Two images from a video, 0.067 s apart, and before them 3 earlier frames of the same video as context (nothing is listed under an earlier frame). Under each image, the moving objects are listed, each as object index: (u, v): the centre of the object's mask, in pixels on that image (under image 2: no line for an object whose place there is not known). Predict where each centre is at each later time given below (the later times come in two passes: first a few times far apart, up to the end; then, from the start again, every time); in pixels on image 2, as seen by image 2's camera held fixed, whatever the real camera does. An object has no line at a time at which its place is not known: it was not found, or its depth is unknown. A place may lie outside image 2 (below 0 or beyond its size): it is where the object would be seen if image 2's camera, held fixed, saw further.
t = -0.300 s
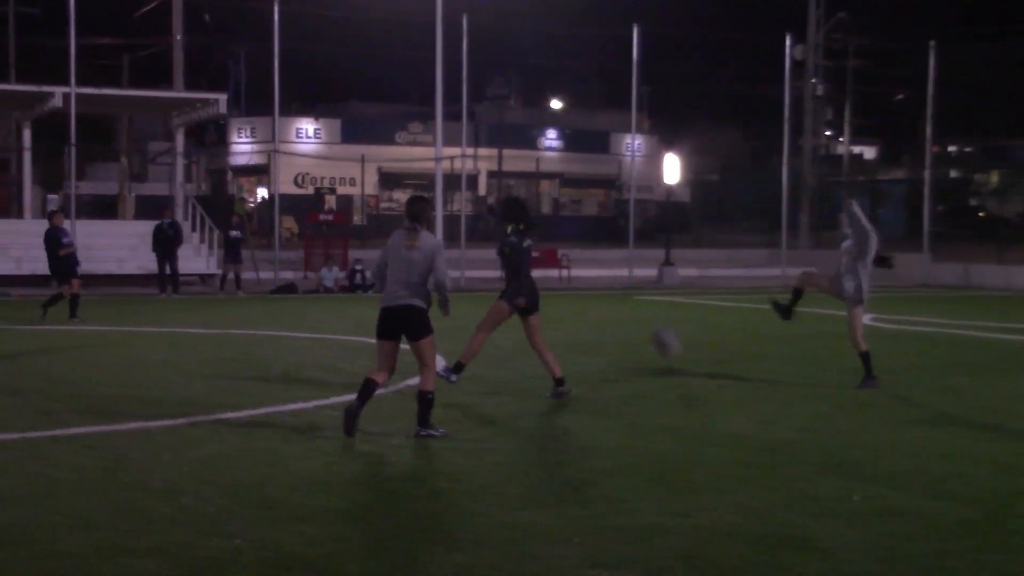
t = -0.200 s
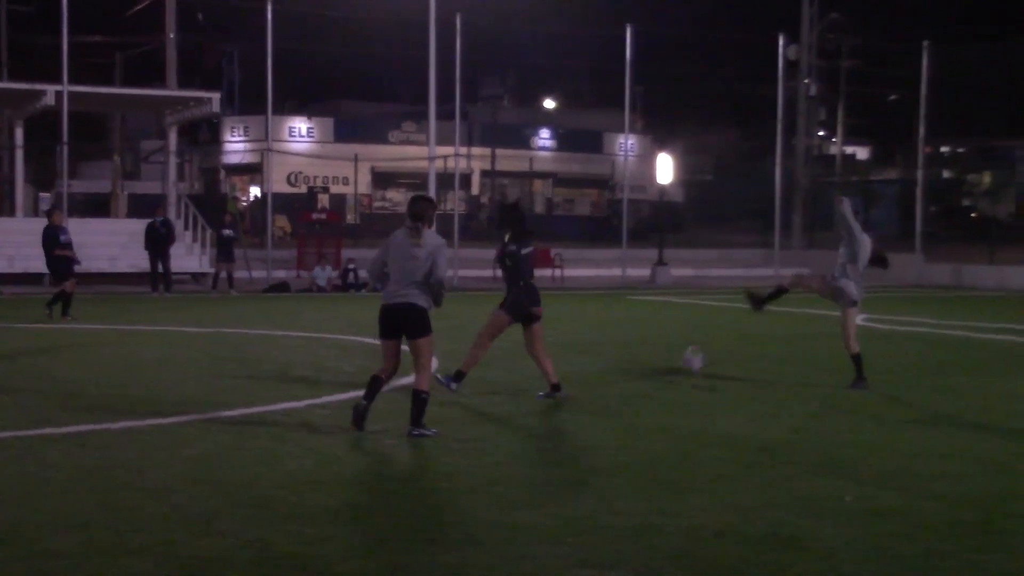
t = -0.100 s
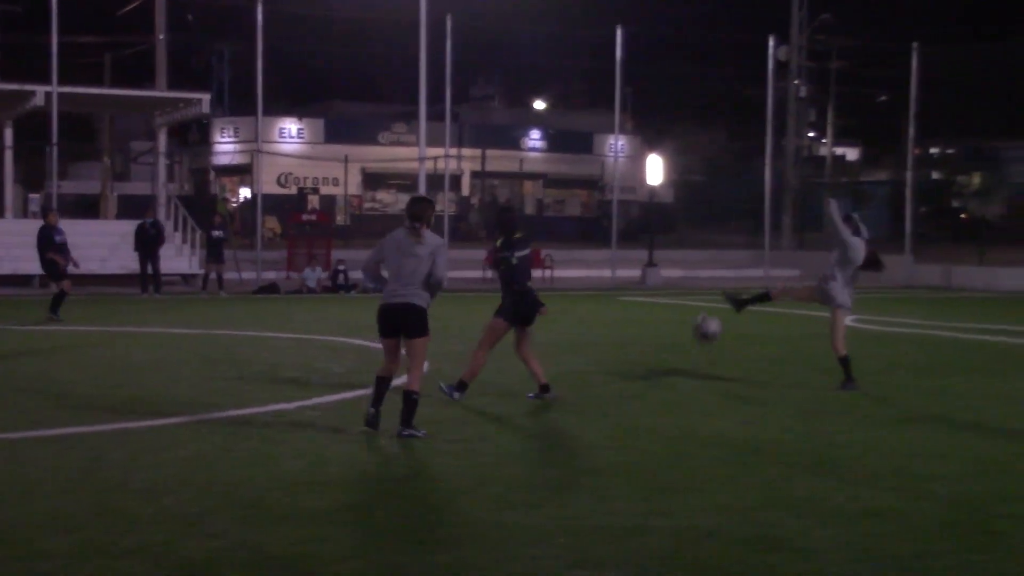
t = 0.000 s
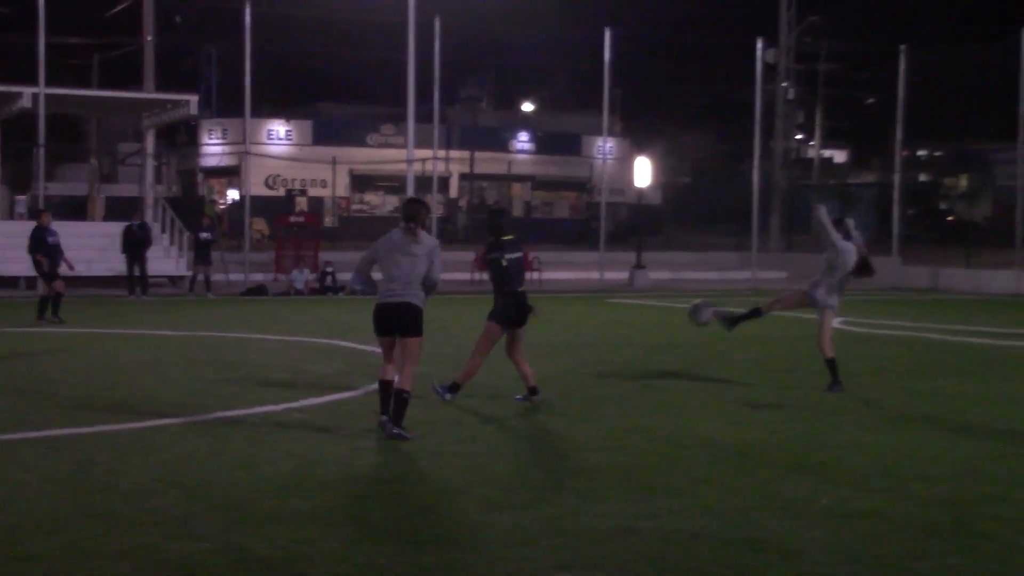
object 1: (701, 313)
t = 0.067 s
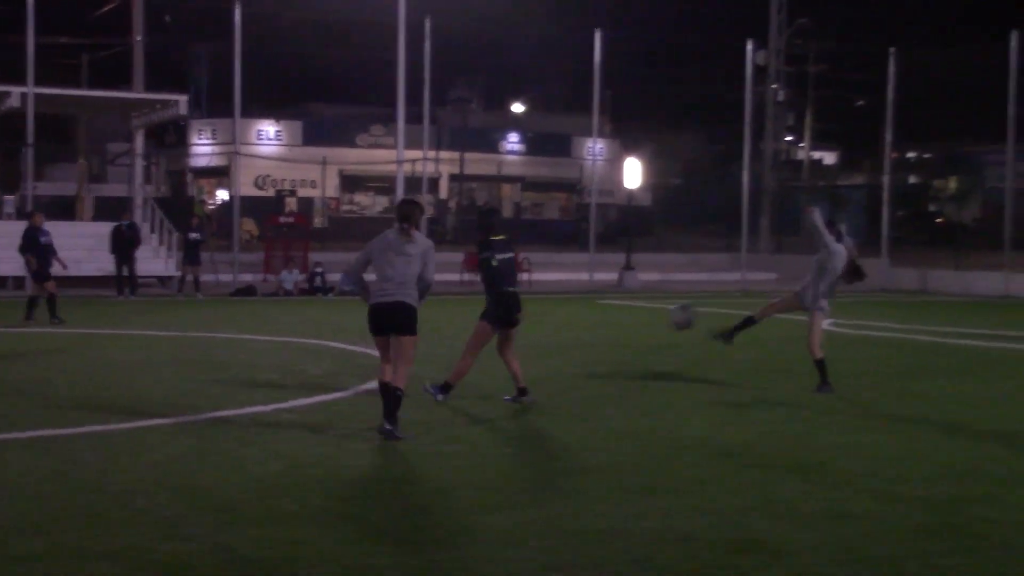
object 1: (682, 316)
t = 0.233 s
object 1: (653, 327)
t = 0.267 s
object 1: (648, 330)
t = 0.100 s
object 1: (675, 318)
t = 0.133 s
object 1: (670, 319)
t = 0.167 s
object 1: (664, 322)
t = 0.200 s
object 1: (658, 324)
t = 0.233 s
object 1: (653, 327)
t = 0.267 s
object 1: (648, 330)
